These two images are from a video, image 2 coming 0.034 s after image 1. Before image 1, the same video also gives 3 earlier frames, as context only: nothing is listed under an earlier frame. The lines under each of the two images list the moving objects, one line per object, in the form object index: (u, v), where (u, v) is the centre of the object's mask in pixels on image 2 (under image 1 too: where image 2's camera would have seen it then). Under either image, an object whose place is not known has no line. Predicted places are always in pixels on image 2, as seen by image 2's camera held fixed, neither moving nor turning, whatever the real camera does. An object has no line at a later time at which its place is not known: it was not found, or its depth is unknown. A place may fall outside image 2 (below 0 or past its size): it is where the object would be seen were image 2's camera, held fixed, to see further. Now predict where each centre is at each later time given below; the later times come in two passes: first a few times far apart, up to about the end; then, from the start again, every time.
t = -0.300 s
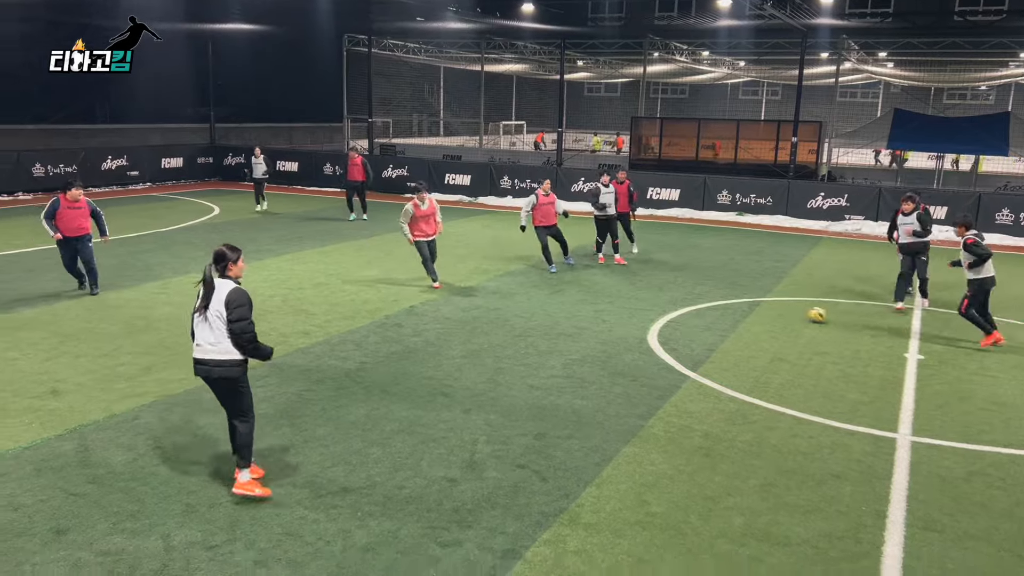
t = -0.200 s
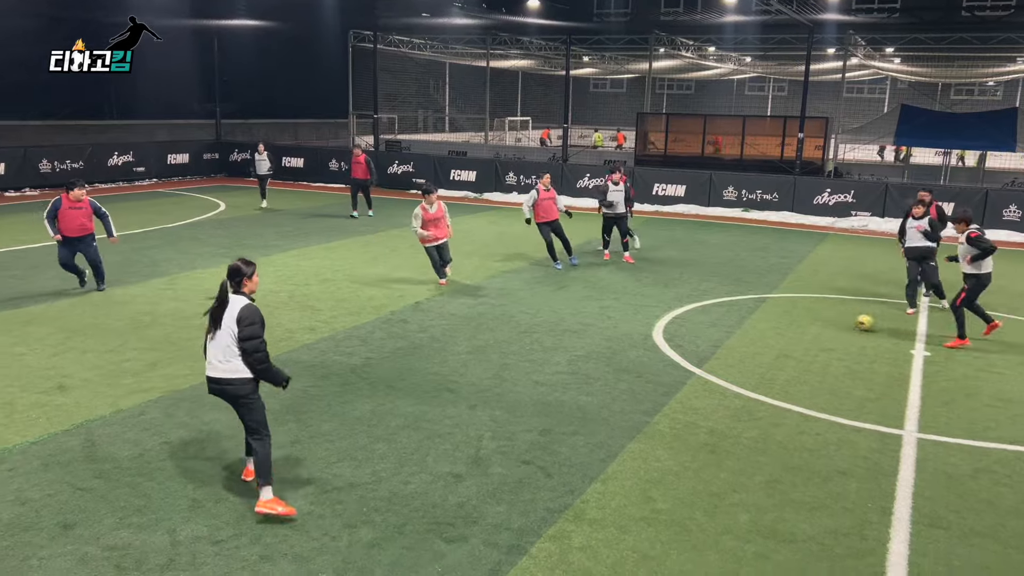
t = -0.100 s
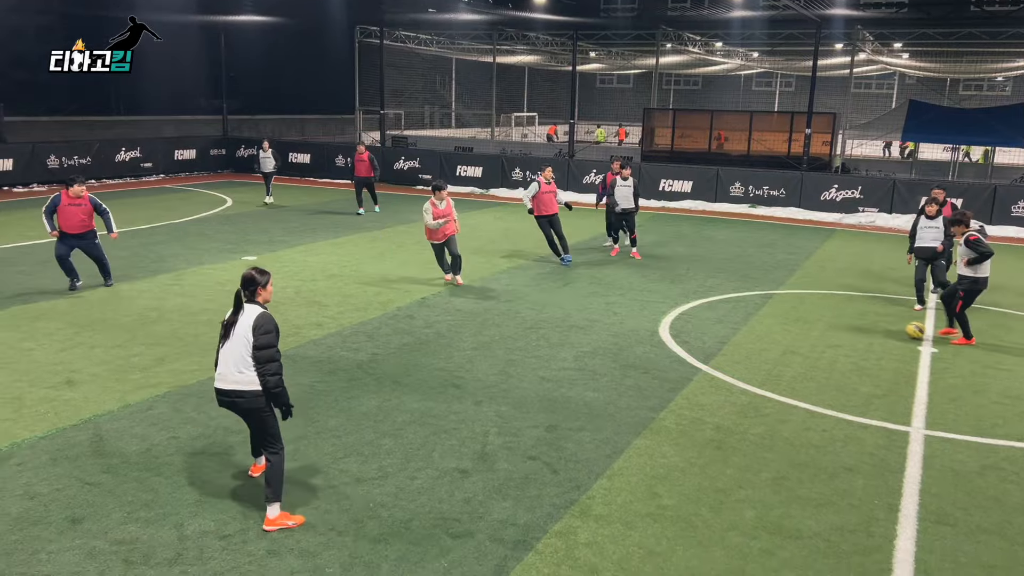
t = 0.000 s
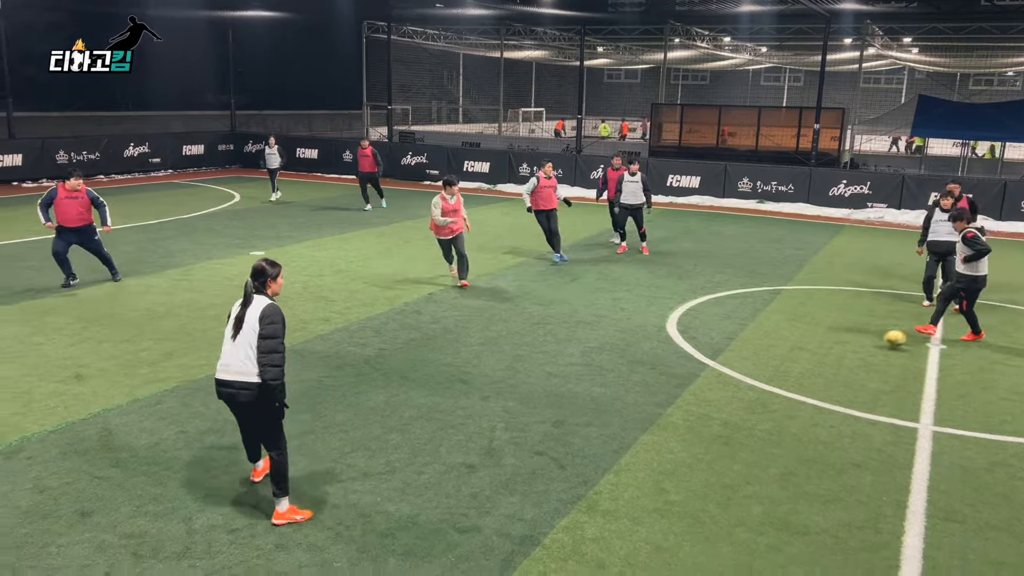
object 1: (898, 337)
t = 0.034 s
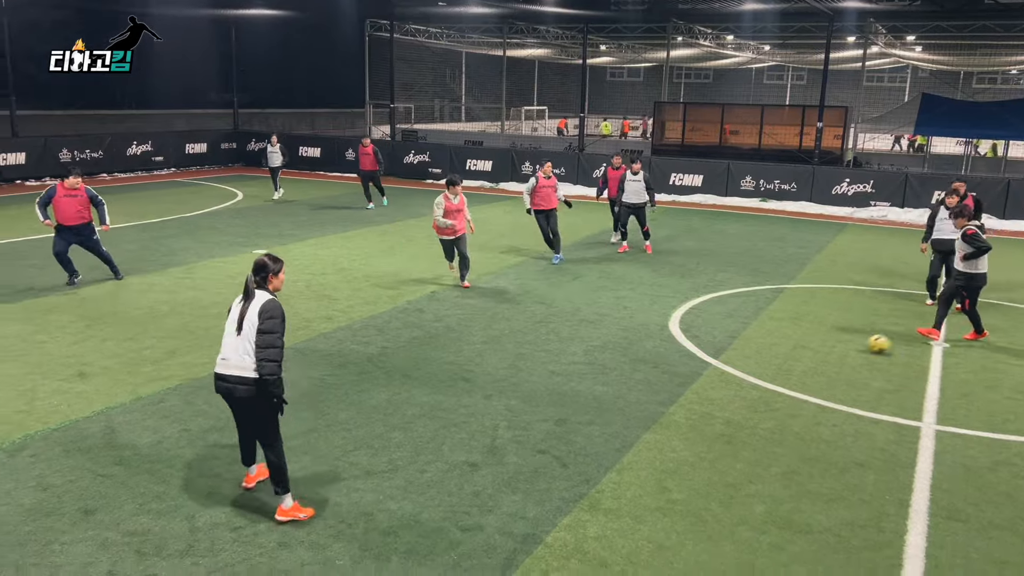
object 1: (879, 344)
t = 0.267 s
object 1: (733, 381)
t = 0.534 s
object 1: (522, 441)
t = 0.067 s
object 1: (860, 348)
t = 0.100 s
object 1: (841, 353)
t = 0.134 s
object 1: (821, 358)
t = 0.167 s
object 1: (799, 364)
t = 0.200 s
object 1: (777, 370)
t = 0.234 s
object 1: (756, 375)
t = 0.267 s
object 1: (733, 381)
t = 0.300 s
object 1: (709, 388)
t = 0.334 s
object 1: (685, 394)
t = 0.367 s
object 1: (661, 401)
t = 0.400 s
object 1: (634, 408)
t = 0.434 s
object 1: (608, 416)
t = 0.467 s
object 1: (581, 424)
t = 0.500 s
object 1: (552, 433)
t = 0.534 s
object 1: (522, 441)
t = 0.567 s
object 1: (491, 450)
